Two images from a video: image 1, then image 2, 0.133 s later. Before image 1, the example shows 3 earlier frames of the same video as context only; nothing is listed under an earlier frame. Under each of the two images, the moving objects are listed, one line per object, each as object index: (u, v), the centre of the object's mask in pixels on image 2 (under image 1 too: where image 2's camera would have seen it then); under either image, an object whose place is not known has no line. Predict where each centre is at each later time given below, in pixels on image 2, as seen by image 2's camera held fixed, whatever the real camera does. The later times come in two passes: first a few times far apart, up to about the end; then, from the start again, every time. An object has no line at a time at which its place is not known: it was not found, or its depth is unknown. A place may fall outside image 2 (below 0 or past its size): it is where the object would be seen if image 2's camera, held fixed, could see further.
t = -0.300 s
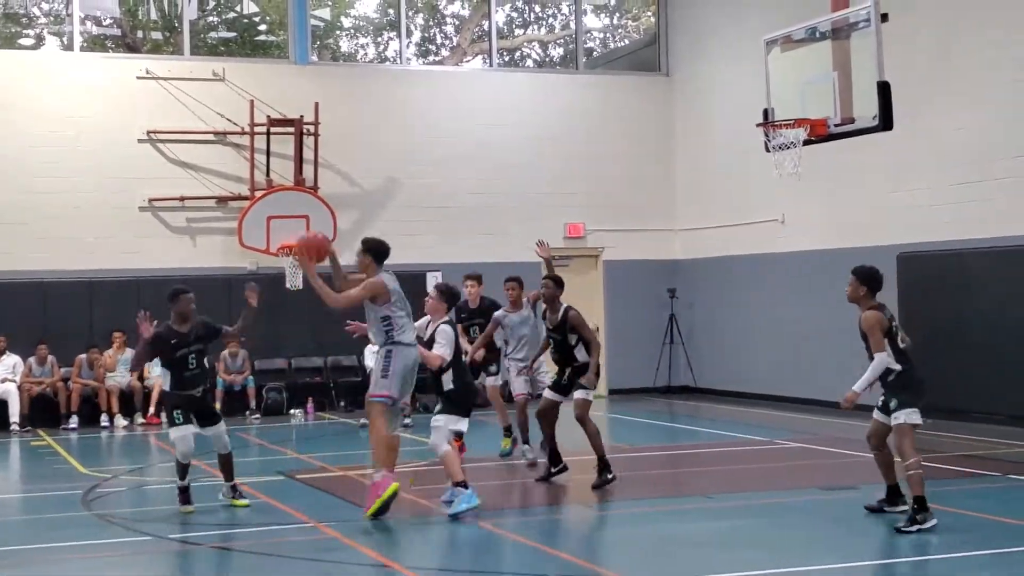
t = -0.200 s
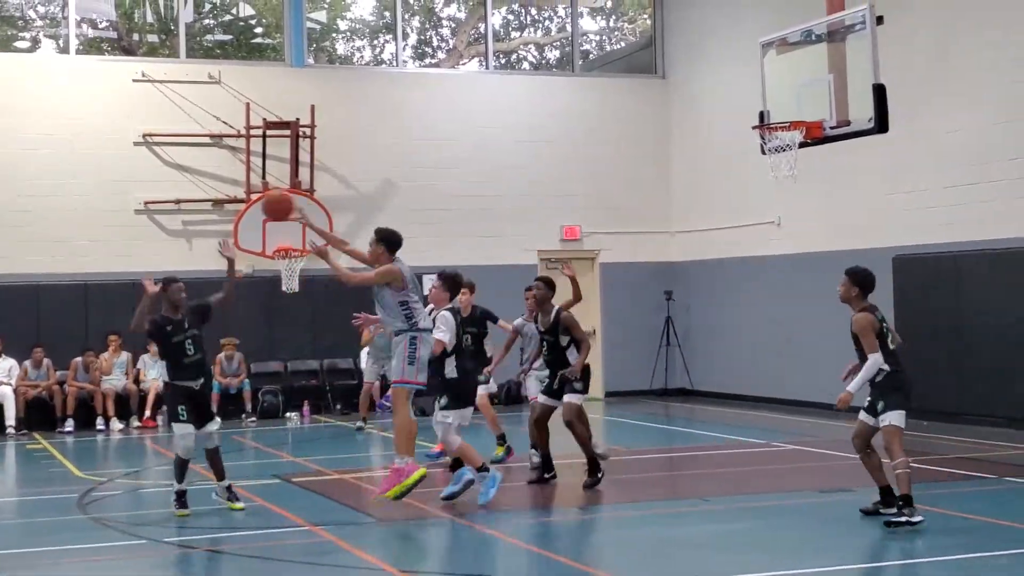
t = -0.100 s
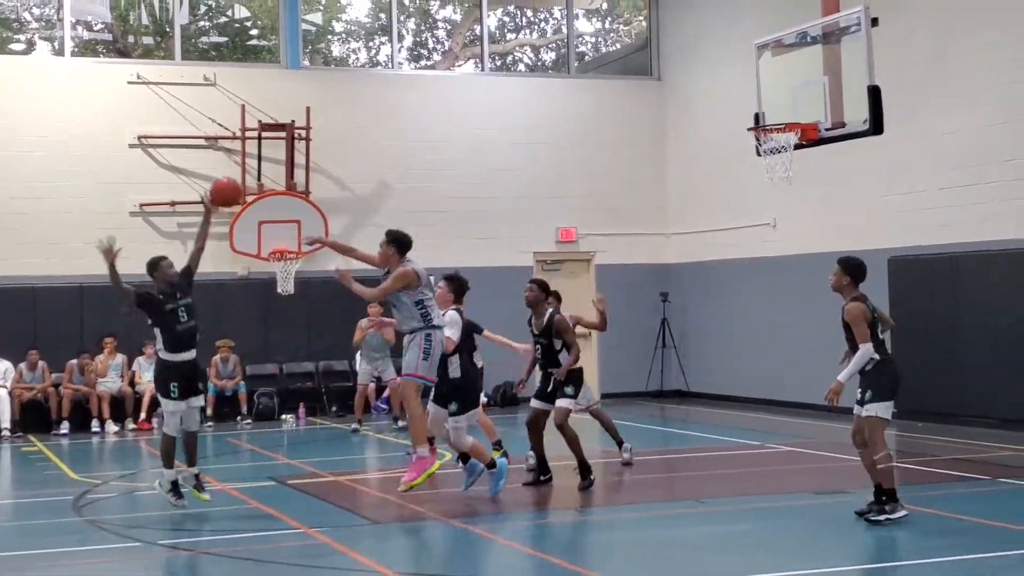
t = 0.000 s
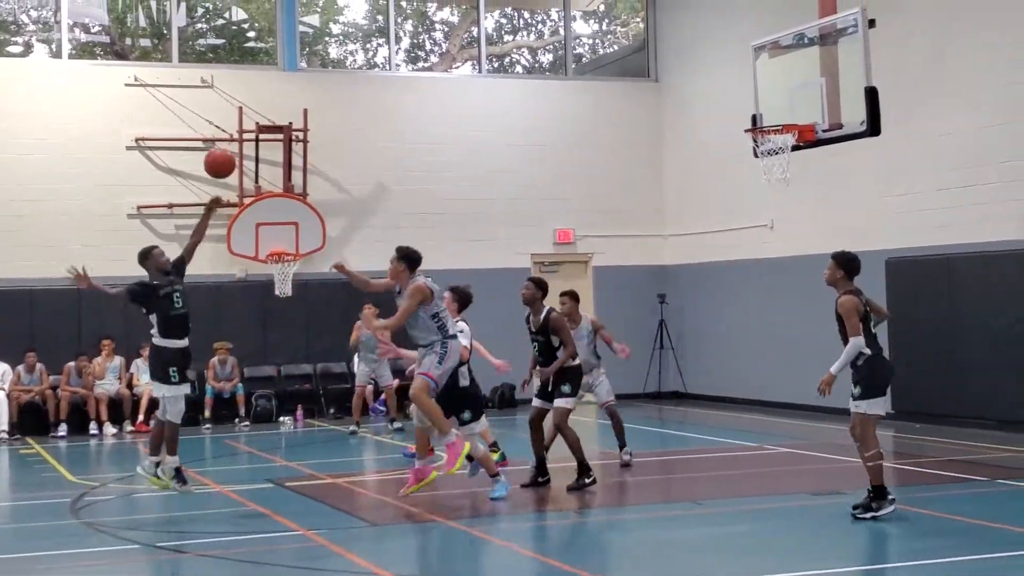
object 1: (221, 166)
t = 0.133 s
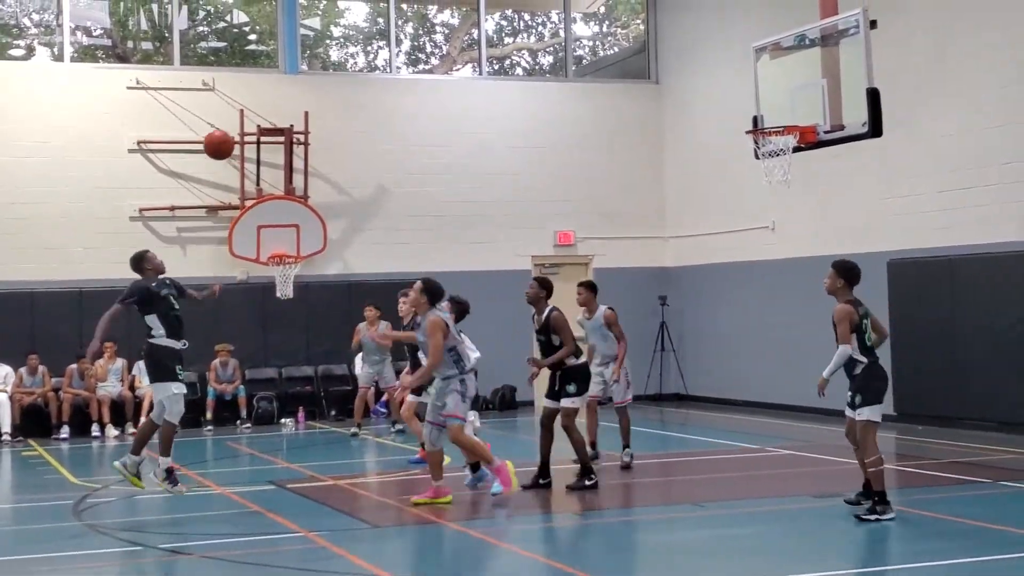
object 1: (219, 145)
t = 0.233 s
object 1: (218, 144)
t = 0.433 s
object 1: (218, 176)
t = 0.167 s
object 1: (218, 143)
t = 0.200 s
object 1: (218, 143)
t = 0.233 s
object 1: (218, 144)
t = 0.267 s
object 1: (219, 145)
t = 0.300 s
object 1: (218, 149)
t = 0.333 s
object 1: (218, 154)
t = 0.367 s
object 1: (217, 160)
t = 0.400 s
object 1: (218, 167)
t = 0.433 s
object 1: (218, 176)
